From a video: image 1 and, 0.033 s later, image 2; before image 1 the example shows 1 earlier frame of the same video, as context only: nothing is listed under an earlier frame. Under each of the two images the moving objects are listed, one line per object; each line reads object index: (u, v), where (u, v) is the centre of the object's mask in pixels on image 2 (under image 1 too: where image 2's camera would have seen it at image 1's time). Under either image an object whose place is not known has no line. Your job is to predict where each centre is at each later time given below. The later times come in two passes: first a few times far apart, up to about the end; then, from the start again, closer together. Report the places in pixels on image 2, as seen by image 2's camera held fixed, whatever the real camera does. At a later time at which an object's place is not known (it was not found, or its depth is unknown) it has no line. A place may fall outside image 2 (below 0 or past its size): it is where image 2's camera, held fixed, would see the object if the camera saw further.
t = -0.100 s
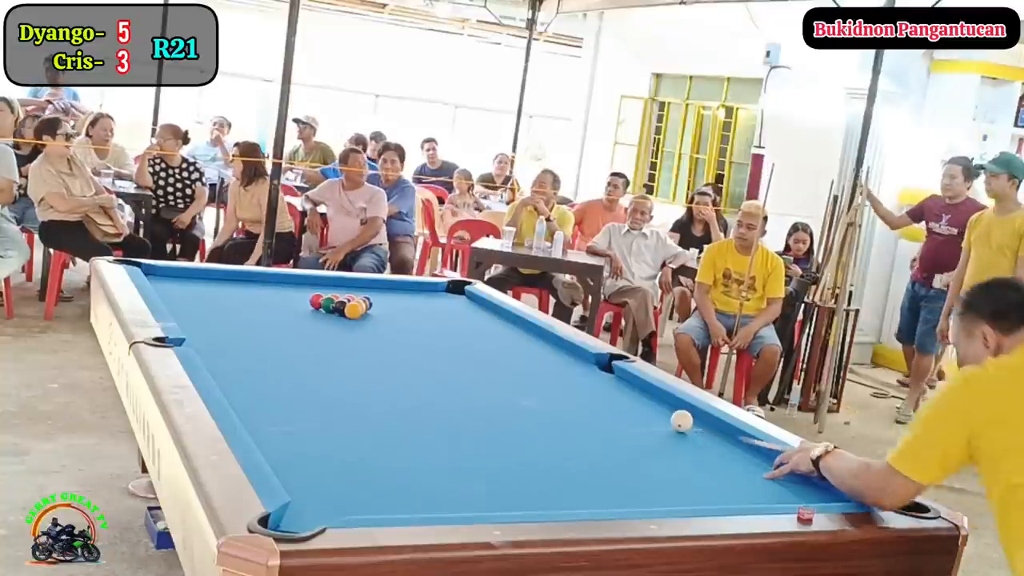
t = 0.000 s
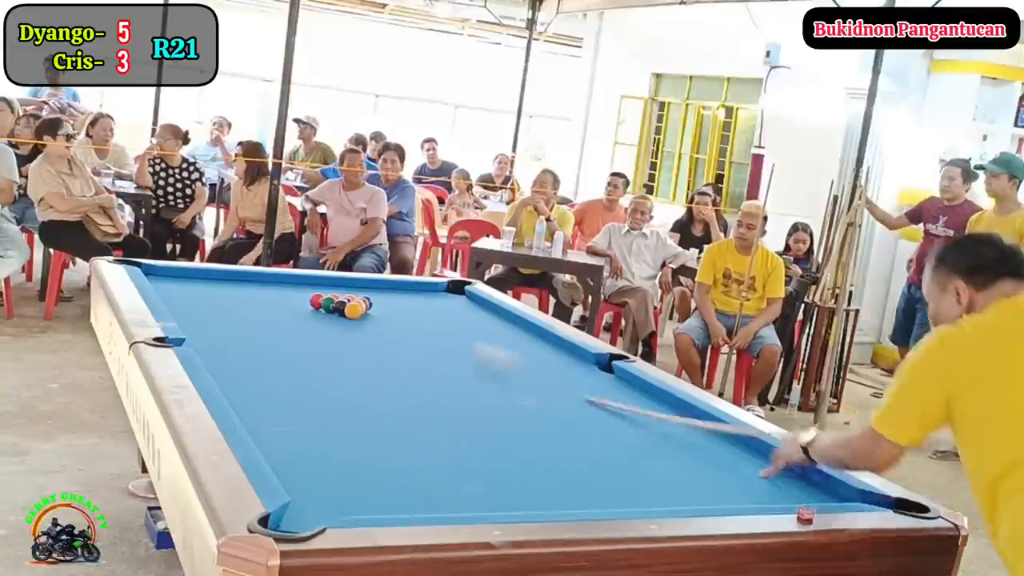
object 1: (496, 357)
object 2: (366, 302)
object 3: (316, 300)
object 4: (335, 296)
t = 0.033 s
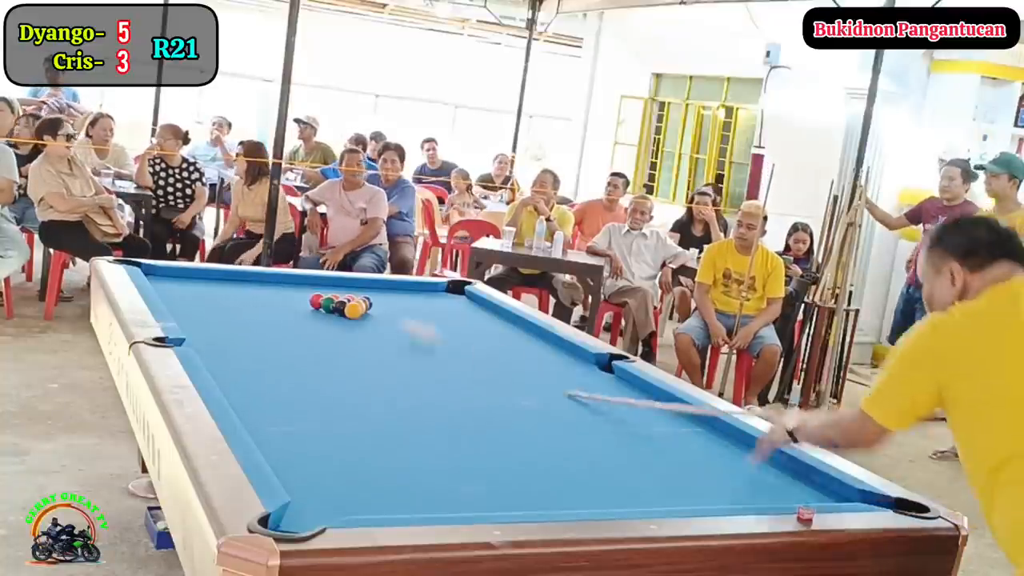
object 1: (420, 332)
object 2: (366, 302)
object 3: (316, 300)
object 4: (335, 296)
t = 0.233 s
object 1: (394, 317)
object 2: (389, 288)
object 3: (186, 283)
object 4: (347, 291)
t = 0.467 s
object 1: (425, 322)
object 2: (442, 296)
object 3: (274, 338)
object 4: (365, 283)
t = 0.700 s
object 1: (446, 323)
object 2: (499, 312)
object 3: (447, 405)
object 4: (394, 290)
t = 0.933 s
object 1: (464, 324)
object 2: (506, 323)
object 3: (660, 490)
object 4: (421, 298)
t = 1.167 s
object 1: (480, 325)
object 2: (513, 335)
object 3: (717, 452)
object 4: (446, 304)
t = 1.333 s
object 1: (491, 325)
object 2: (519, 344)
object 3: (688, 419)
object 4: (466, 310)
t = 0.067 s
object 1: (366, 313)
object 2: (366, 300)
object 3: (313, 299)
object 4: (334, 296)
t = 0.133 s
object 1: (375, 305)
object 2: (374, 294)
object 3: (247, 281)
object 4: (338, 295)
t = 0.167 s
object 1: (381, 305)
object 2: (379, 293)
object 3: (211, 274)
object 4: (342, 292)
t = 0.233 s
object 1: (394, 317)
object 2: (389, 288)
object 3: (186, 283)
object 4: (347, 291)
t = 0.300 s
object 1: (405, 317)
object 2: (399, 285)
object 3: (167, 297)
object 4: (352, 288)
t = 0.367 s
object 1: (415, 320)
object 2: (416, 289)
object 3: (208, 313)
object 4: (356, 284)
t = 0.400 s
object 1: (419, 321)
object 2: (425, 291)
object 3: (229, 321)
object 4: (359, 283)
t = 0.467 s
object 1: (425, 322)
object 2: (442, 296)
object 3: (274, 338)
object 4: (365, 283)
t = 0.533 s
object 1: (431, 322)
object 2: (458, 301)
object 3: (321, 356)
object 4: (374, 285)
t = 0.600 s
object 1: (437, 323)
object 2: (475, 304)
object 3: (369, 375)
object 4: (382, 288)
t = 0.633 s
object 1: (440, 323)
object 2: (483, 307)
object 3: (395, 385)
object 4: (386, 288)
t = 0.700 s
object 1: (446, 323)
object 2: (499, 312)
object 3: (447, 405)
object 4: (394, 290)
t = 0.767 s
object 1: (451, 323)
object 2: (502, 314)
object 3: (503, 428)
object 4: (402, 293)
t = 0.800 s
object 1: (454, 324)
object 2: (502, 316)
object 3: (532, 439)
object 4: (406, 294)
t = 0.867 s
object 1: (459, 324)
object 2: (504, 319)
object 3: (593, 463)
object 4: (414, 296)
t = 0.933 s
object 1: (464, 324)
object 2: (506, 323)
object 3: (660, 490)
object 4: (421, 298)
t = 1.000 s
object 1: (468, 324)
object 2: (508, 325)
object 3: (705, 499)
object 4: (427, 299)
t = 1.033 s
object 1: (470, 324)
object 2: (509, 327)
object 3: (707, 492)
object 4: (431, 300)
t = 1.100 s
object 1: (475, 325)
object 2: (511, 331)
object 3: (711, 471)
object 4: (439, 302)
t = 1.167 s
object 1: (480, 325)
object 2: (513, 335)
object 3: (717, 452)
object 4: (446, 304)
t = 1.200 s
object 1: (482, 325)
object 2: (514, 336)
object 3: (720, 445)
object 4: (450, 305)
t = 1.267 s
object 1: (486, 325)
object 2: (516, 340)
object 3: (727, 432)
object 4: (458, 308)
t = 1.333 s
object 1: (491, 325)
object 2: (519, 344)
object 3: (688, 419)
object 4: (466, 310)
